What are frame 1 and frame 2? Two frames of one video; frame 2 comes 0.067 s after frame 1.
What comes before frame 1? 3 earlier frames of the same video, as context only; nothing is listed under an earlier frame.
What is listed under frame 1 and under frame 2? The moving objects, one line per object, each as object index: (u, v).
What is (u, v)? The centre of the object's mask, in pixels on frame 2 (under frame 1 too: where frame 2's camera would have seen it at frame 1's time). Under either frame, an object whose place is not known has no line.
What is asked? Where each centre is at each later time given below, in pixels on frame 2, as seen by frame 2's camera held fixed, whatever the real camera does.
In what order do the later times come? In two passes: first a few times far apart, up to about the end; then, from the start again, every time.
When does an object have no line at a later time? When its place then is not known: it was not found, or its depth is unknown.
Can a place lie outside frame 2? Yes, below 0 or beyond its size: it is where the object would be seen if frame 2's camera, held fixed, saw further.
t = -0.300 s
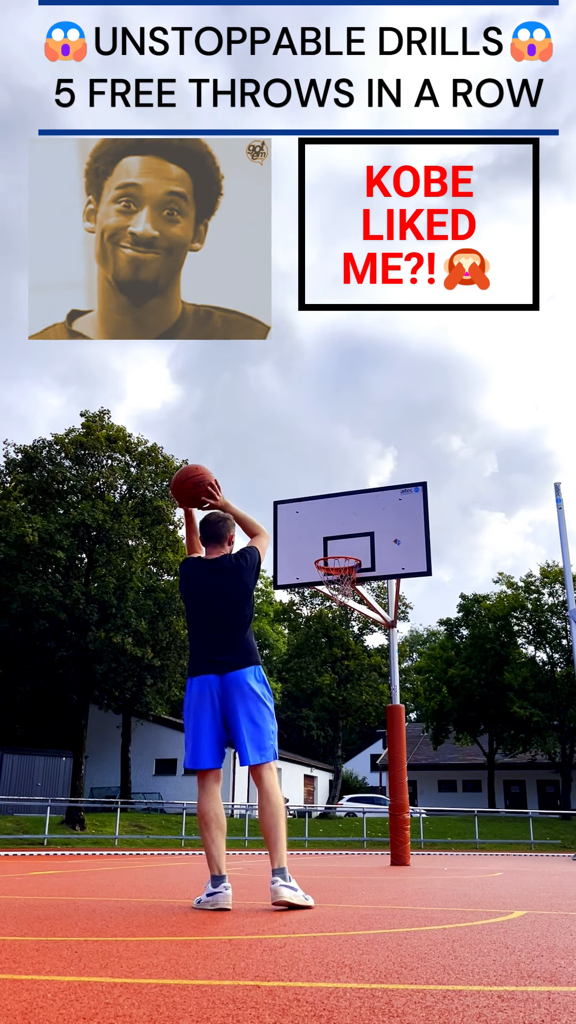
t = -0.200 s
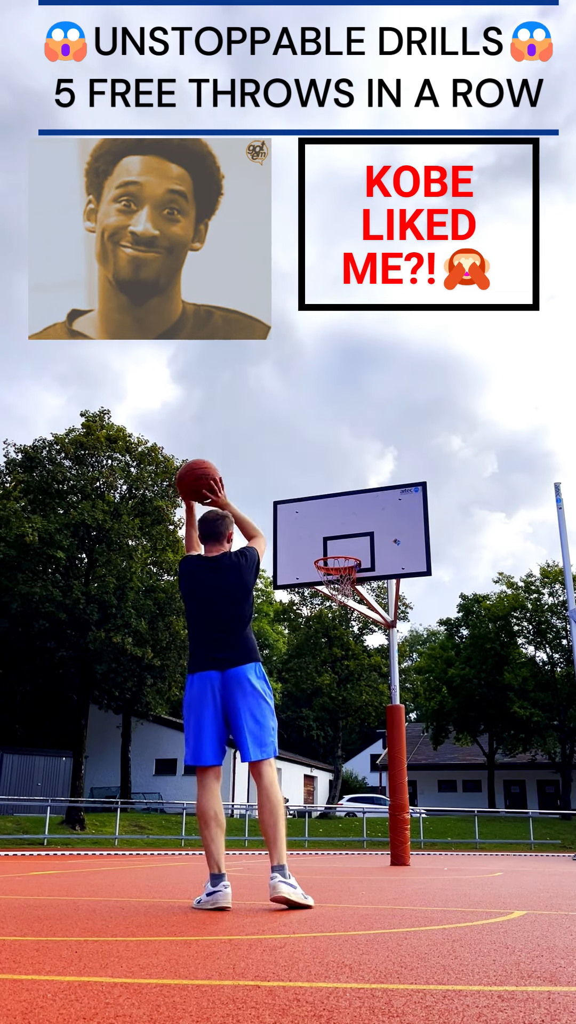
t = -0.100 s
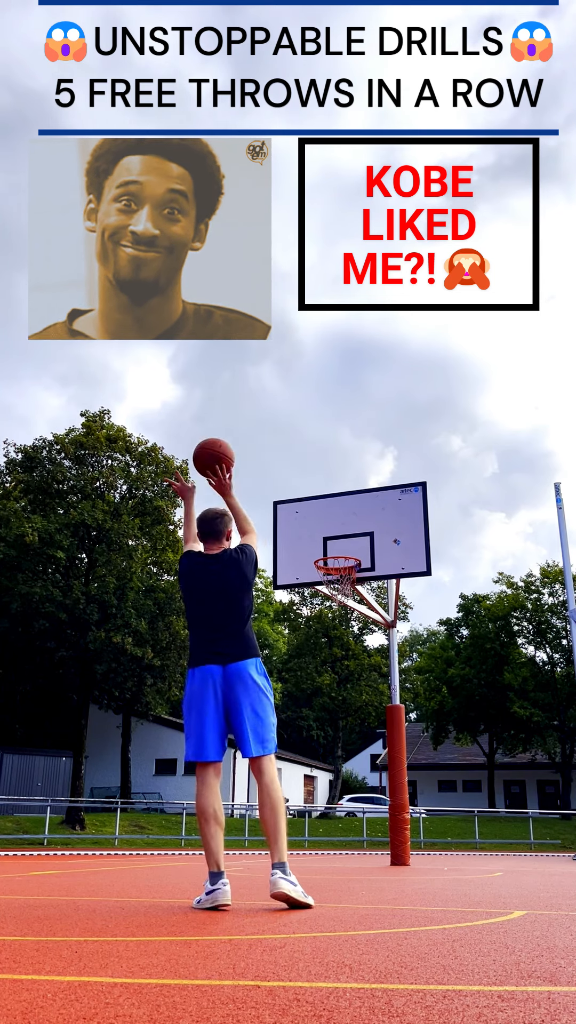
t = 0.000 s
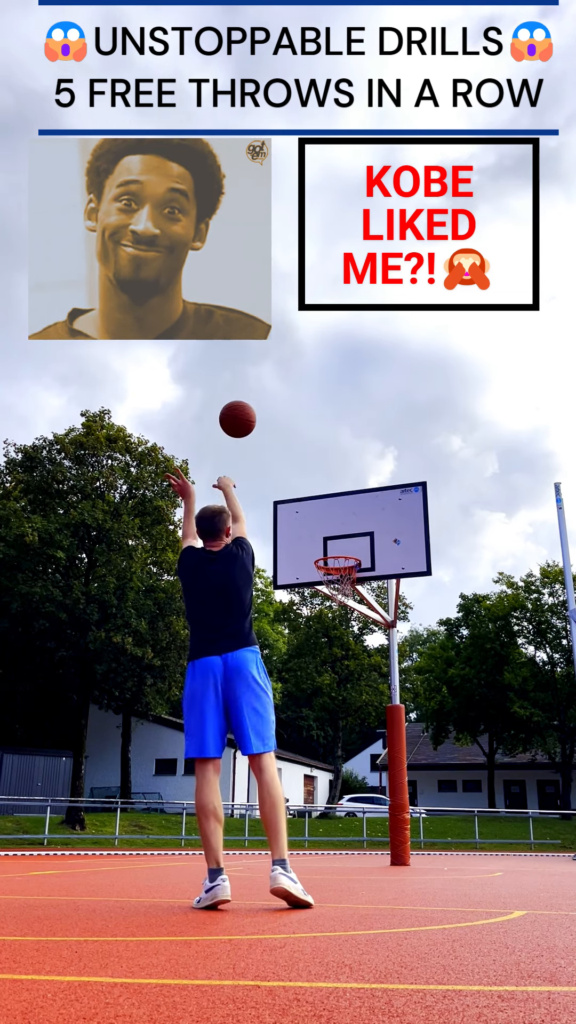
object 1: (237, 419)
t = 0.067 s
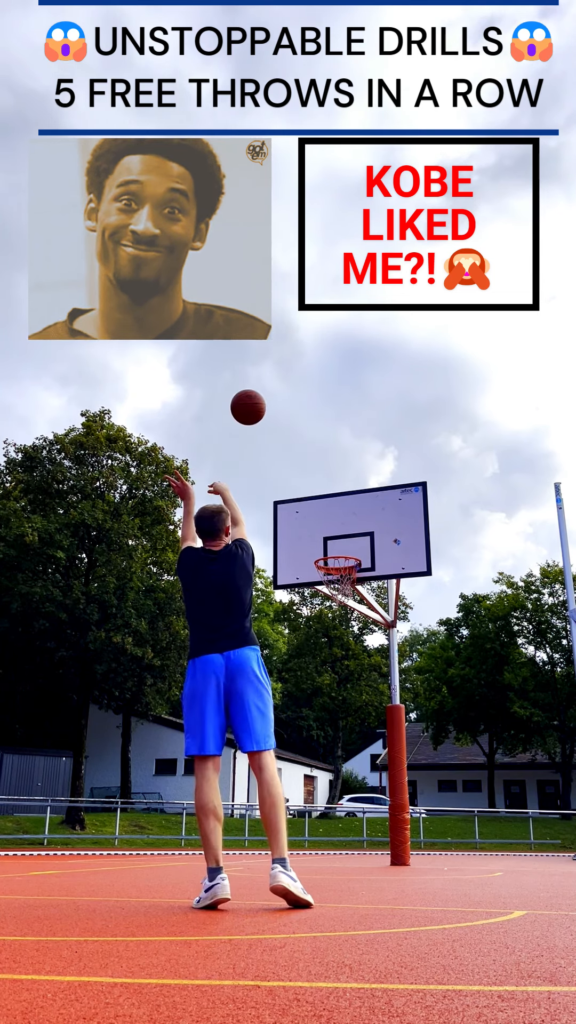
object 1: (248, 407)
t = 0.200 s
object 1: (269, 395)
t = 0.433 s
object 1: (296, 412)
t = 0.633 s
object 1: (314, 451)
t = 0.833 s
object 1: (331, 516)
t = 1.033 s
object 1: (341, 585)
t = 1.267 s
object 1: (324, 591)
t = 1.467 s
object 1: (313, 615)
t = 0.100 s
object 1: (254, 402)
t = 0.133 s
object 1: (257, 400)
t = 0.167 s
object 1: (263, 397)
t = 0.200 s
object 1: (269, 395)
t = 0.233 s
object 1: (274, 395)
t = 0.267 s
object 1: (276, 396)
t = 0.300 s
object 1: (281, 397)
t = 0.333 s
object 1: (286, 400)
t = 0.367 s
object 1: (288, 402)
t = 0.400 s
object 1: (292, 407)
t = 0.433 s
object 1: (296, 412)
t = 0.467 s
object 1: (300, 418)
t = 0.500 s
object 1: (302, 422)
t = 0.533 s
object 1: (306, 429)
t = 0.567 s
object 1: (309, 438)
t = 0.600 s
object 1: (311, 442)
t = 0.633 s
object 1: (314, 451)
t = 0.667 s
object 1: (317, 462)
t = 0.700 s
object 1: (320, 473)
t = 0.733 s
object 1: (322, 478)
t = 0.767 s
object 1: (325, 490)
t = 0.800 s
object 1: (328, 503)
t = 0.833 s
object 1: (331, 516)
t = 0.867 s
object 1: (332, 523)
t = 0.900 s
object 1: (335, 537)
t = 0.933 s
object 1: (337, 552)
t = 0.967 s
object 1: (339, 561)
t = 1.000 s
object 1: (340, 573)
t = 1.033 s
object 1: (341, 585)
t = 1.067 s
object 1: (341, 583)
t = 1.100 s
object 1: (340, 583)
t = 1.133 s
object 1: (338, 585)
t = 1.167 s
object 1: (335, 586)
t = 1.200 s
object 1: (332, 586)
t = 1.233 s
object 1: (328, 587)
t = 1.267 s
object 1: (324, 591)
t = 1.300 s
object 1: (323, 594)
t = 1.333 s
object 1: (322, 595)
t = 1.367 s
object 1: (321, 598)
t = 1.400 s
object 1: (318, 604)
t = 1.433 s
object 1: (317, 607)
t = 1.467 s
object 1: (313, 615)
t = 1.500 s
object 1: (310, 623)
